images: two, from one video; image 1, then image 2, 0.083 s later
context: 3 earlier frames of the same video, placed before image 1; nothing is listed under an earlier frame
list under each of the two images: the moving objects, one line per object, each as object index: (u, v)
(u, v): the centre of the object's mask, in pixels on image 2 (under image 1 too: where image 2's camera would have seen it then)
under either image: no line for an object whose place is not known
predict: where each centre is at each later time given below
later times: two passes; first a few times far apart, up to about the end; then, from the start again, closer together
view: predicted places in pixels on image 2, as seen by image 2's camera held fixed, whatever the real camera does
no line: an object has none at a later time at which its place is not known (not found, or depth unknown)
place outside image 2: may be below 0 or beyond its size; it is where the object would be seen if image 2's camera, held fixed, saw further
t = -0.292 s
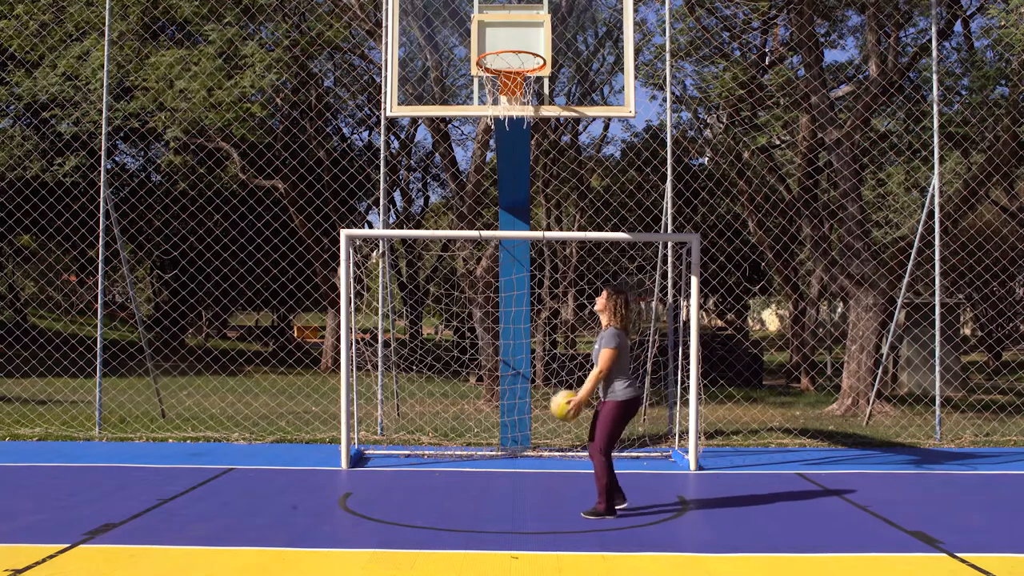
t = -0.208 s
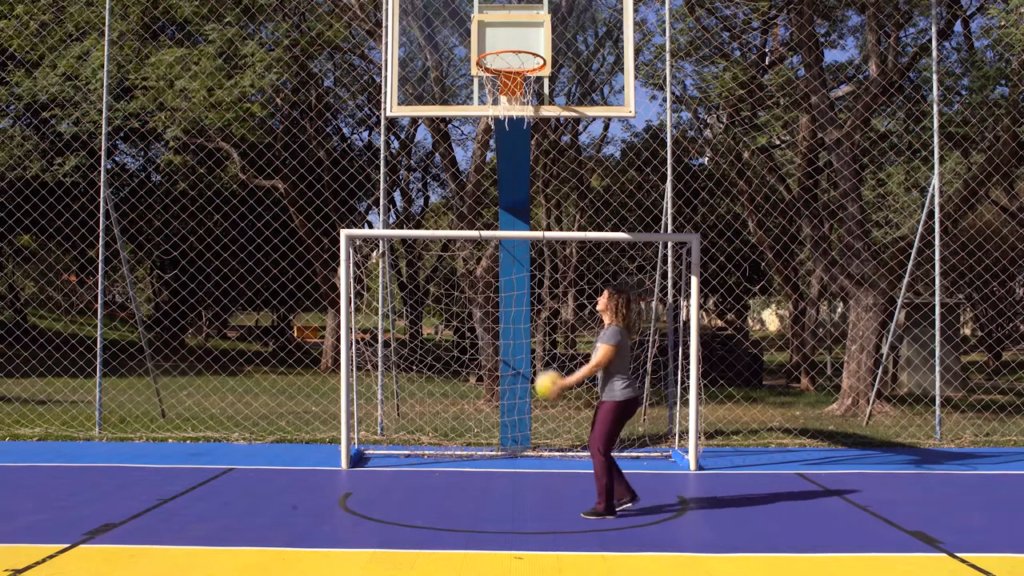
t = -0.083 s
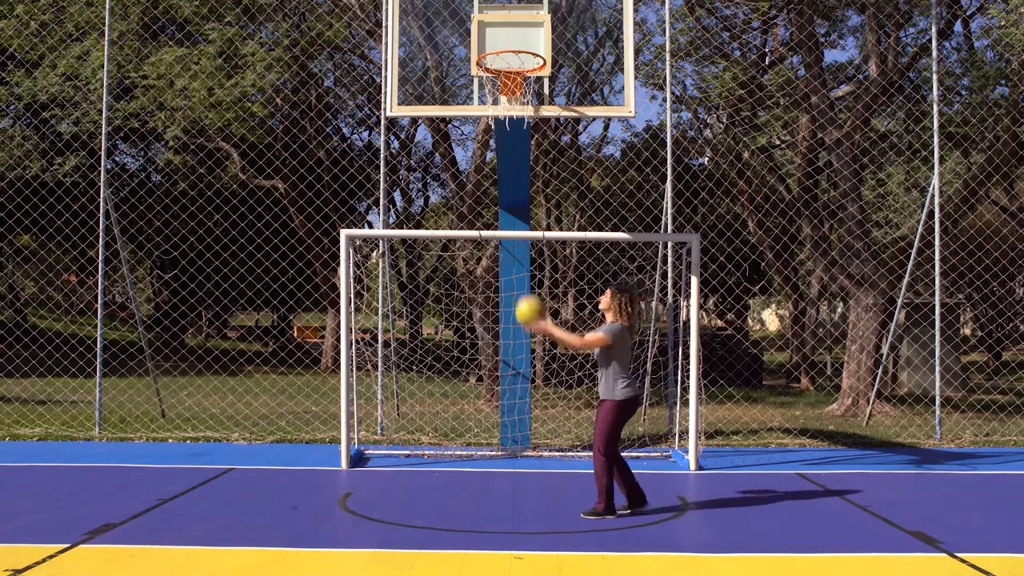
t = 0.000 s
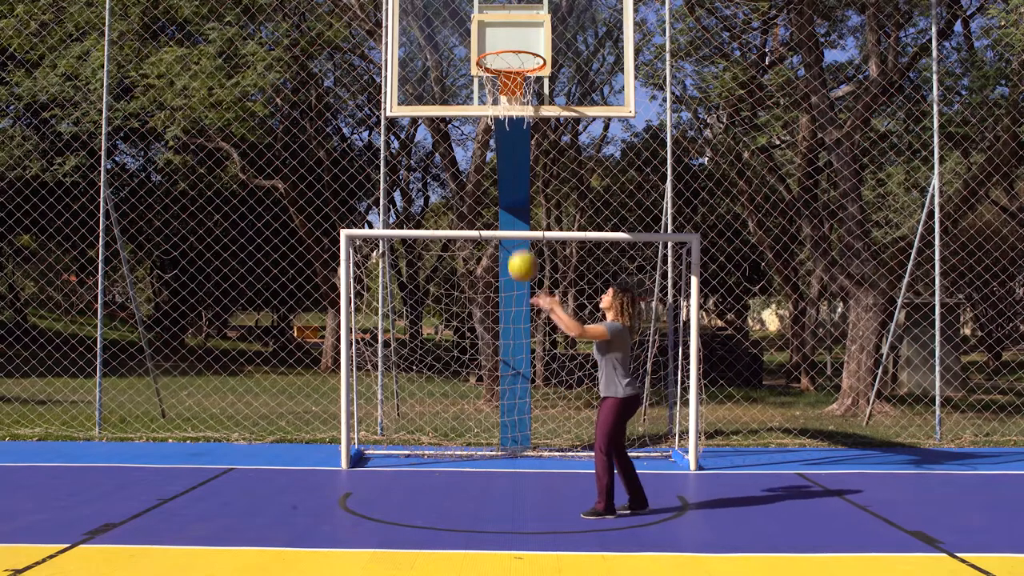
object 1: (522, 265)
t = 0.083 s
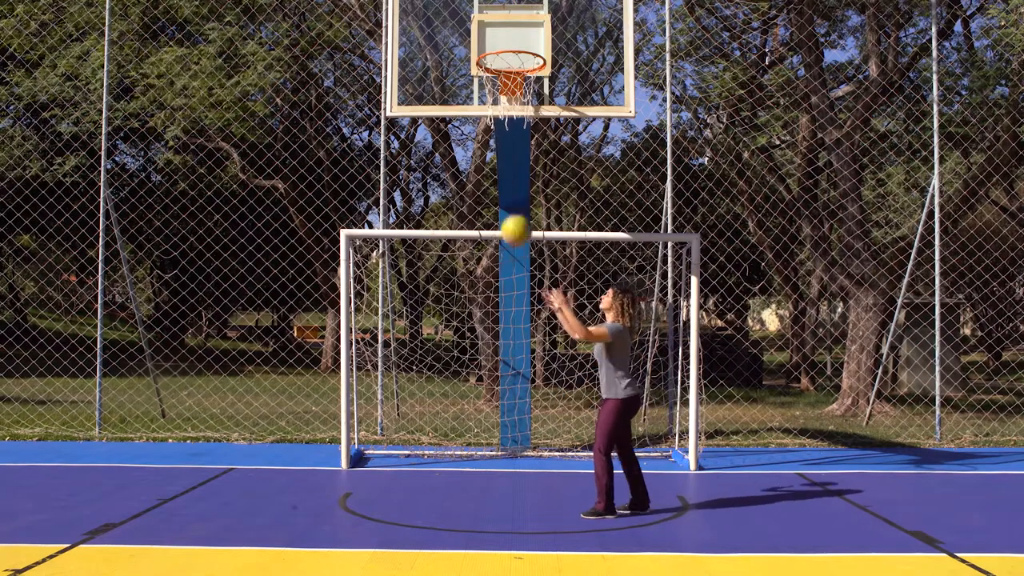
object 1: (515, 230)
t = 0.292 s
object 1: (498, 187)
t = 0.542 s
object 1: (476, 215)
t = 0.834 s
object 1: (452, 364)
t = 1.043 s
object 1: (440, 463)
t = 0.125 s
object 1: (512, 216)
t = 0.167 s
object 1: (509, 204)
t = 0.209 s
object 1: (505, 196)
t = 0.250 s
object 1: (501, 190)
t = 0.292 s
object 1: (498, 187)
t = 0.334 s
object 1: (495, 186)
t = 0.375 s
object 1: (491, 187)
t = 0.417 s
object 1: (487, 190)
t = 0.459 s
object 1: (484, 196)
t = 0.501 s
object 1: (480, 204)
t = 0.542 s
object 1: (476, 215)
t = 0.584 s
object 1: (473, 229)
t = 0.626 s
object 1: (470, 246)
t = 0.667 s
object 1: (466, 264)
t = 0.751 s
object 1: (459, 308)
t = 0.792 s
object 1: (456, 334)
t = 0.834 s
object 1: (452, 364)
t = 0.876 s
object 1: (448, 394)
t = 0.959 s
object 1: (442, 465)
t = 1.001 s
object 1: (439, 492)
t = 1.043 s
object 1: (440, 463)
